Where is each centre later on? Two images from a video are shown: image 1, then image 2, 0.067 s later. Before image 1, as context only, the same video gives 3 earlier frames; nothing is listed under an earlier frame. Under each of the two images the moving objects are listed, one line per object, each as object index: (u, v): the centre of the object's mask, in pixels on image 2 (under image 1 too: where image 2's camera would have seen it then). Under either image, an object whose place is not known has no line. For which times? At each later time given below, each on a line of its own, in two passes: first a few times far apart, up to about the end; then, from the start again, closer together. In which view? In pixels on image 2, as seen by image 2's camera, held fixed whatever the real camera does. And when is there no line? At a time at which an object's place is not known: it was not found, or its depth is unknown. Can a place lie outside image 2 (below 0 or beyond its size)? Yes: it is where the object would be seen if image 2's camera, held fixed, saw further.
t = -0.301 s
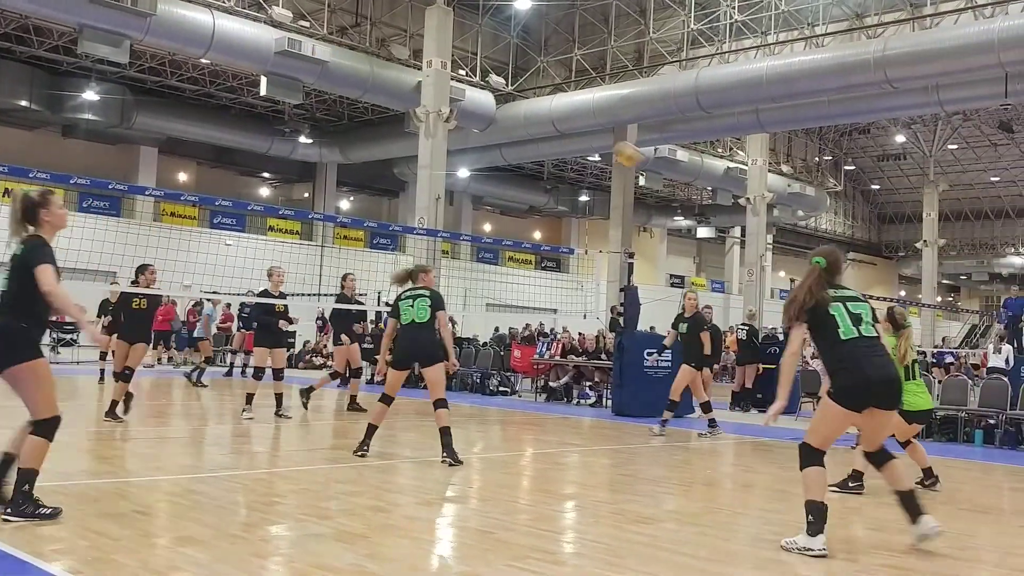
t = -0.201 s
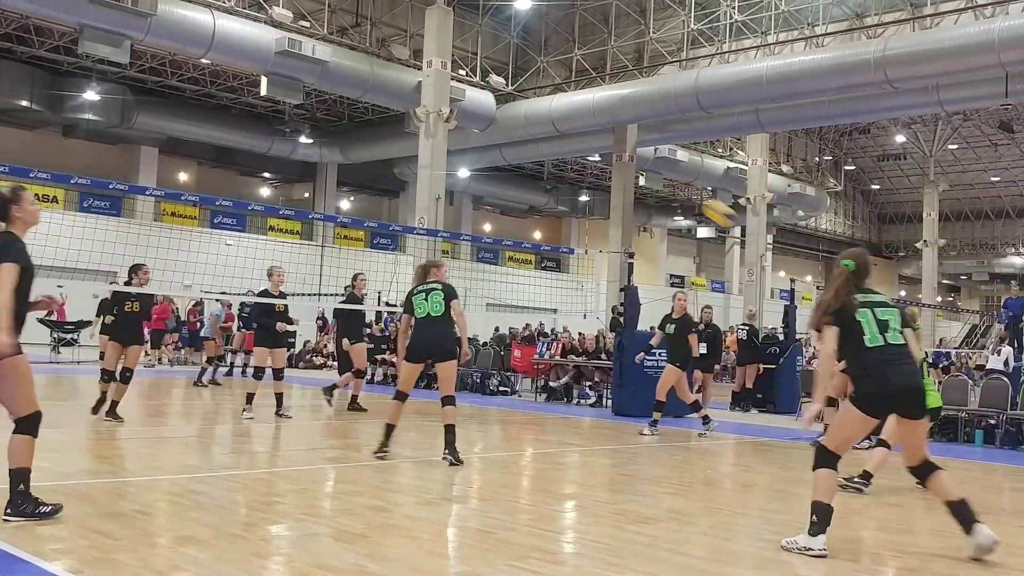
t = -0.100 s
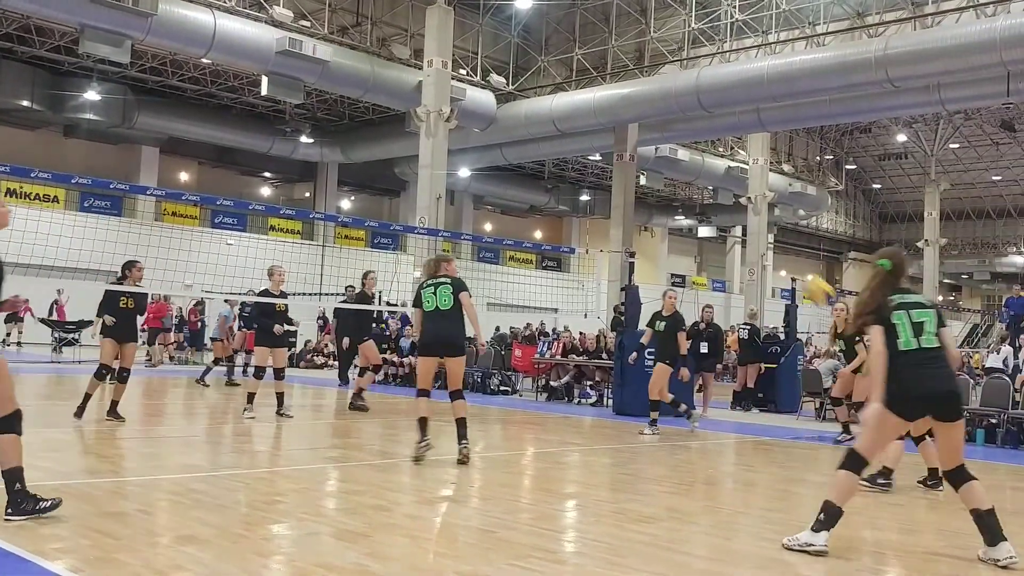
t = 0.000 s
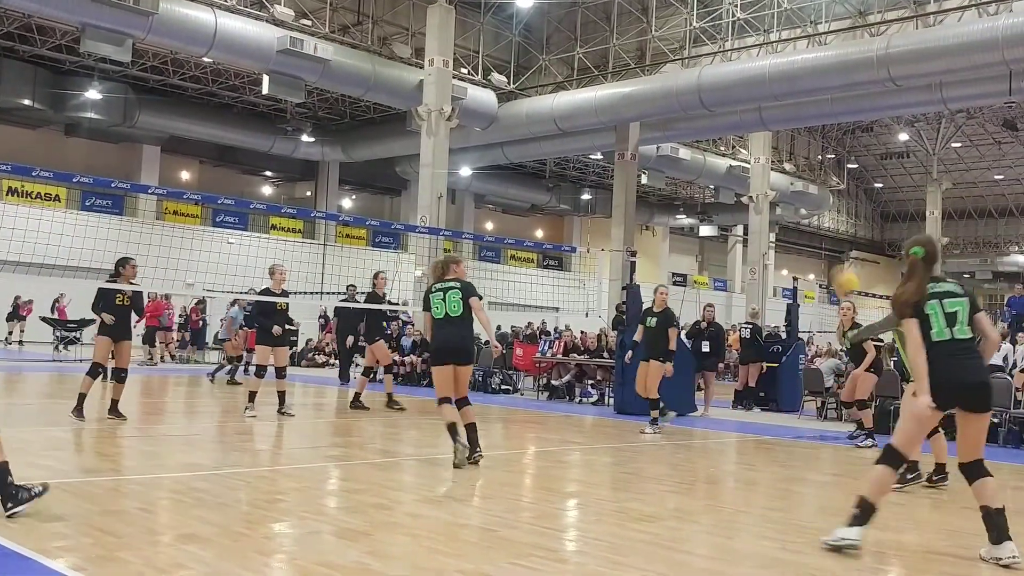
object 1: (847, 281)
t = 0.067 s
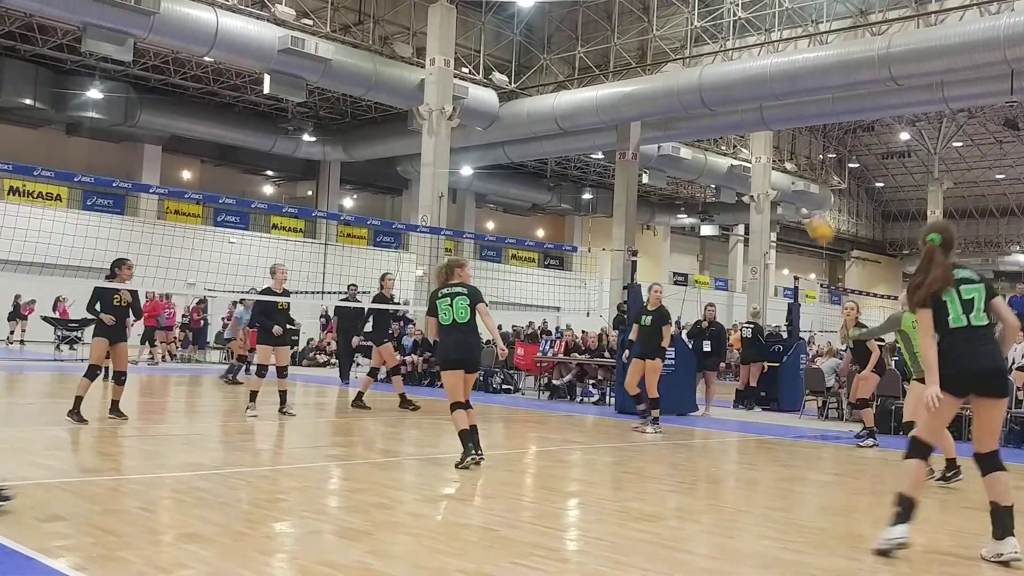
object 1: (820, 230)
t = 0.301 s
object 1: (736, 94)
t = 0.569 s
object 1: (654, 32)
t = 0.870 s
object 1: (575, 47)
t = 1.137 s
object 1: (513, 126)
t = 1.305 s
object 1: (475, 199)
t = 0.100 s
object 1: (808, 205)
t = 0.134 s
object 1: (797, 182)
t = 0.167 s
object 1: (784, 159)
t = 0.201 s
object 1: (772, 140)
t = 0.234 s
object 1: (759, 122)
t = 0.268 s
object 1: (748, 108)
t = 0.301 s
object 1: (736, 94)
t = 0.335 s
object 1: (726, 83)
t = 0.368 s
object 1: (714, 72)
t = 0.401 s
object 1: (704, 60)
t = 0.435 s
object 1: (694, 52)
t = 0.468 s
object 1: (684, 45)
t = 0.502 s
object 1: (675, 40)
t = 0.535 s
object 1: (665, 35)
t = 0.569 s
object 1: (654, 32)
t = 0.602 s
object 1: (645, 29)
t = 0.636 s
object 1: (635, 27)
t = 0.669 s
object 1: (626, 28)
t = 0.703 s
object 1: (618, 29)
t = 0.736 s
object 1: (609, 30)
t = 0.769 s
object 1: (600, 33)
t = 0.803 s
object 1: (592, 37)
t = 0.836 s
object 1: (583, 42)
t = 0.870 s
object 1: (575, 47)
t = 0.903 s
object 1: (567, 55)
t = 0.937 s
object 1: (559, 62)
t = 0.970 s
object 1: (552, 71)
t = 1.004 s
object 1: (546, 79)
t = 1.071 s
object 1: (529, 101)
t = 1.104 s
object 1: (520, 116)
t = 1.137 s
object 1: (513, 126)
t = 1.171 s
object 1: (506, 139)
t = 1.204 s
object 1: (499, 153)
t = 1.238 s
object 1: (491, 168)
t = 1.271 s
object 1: (484, 184)
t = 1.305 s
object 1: (475, 199)
